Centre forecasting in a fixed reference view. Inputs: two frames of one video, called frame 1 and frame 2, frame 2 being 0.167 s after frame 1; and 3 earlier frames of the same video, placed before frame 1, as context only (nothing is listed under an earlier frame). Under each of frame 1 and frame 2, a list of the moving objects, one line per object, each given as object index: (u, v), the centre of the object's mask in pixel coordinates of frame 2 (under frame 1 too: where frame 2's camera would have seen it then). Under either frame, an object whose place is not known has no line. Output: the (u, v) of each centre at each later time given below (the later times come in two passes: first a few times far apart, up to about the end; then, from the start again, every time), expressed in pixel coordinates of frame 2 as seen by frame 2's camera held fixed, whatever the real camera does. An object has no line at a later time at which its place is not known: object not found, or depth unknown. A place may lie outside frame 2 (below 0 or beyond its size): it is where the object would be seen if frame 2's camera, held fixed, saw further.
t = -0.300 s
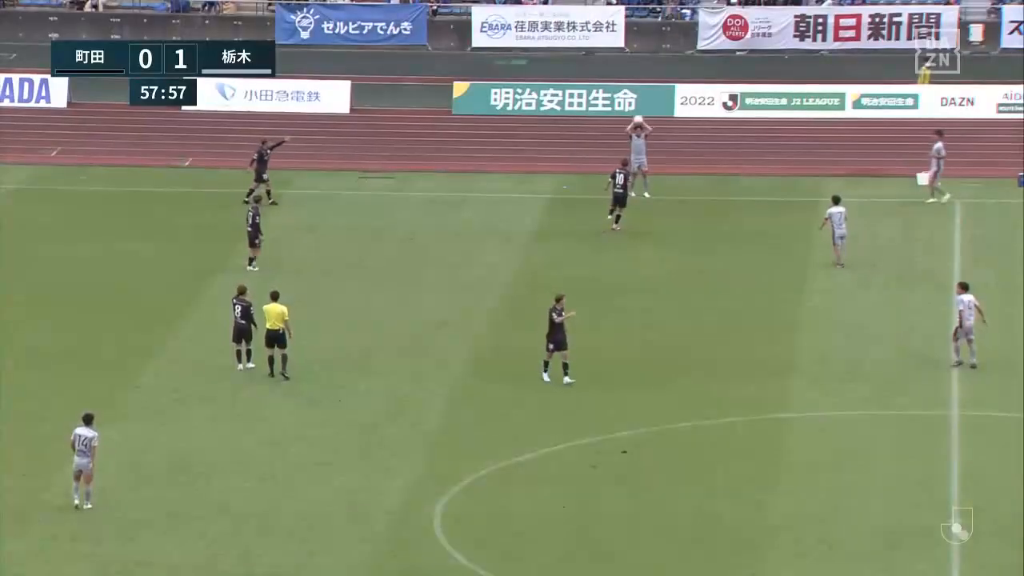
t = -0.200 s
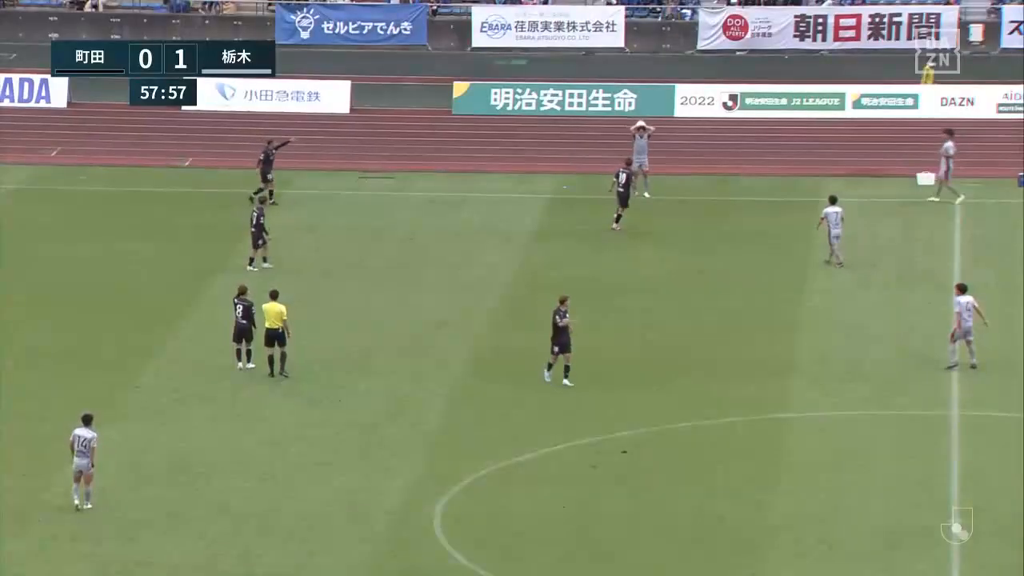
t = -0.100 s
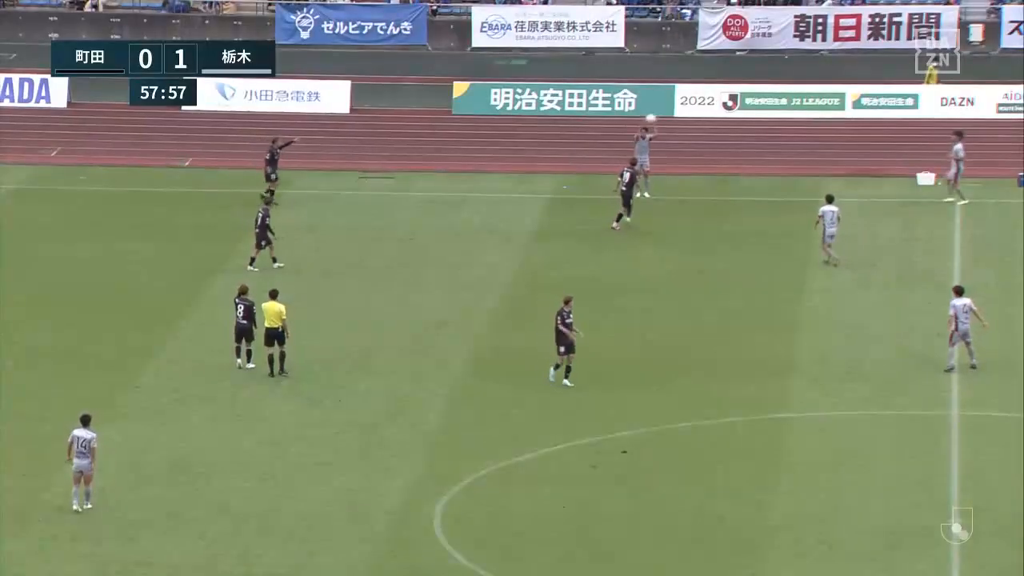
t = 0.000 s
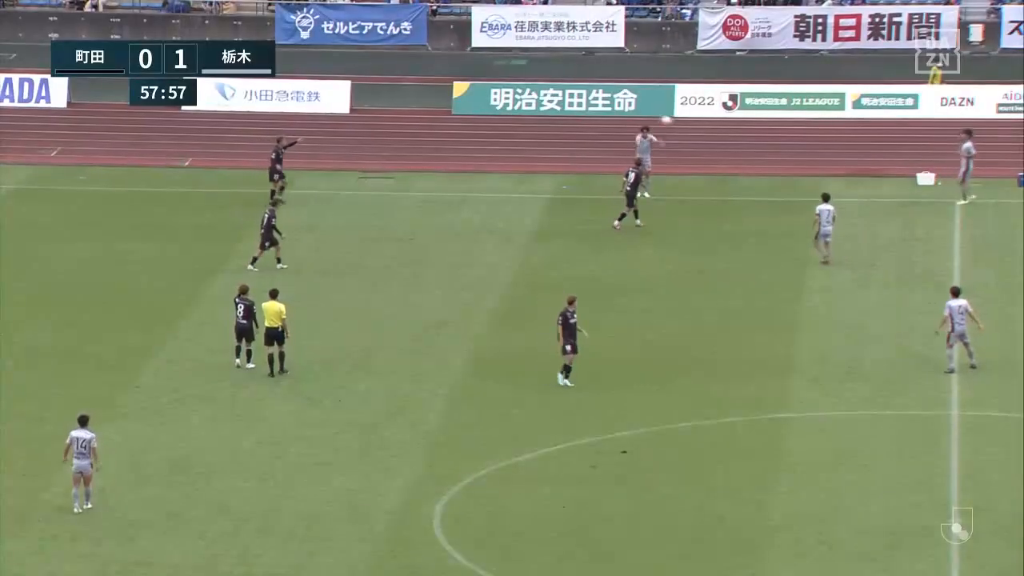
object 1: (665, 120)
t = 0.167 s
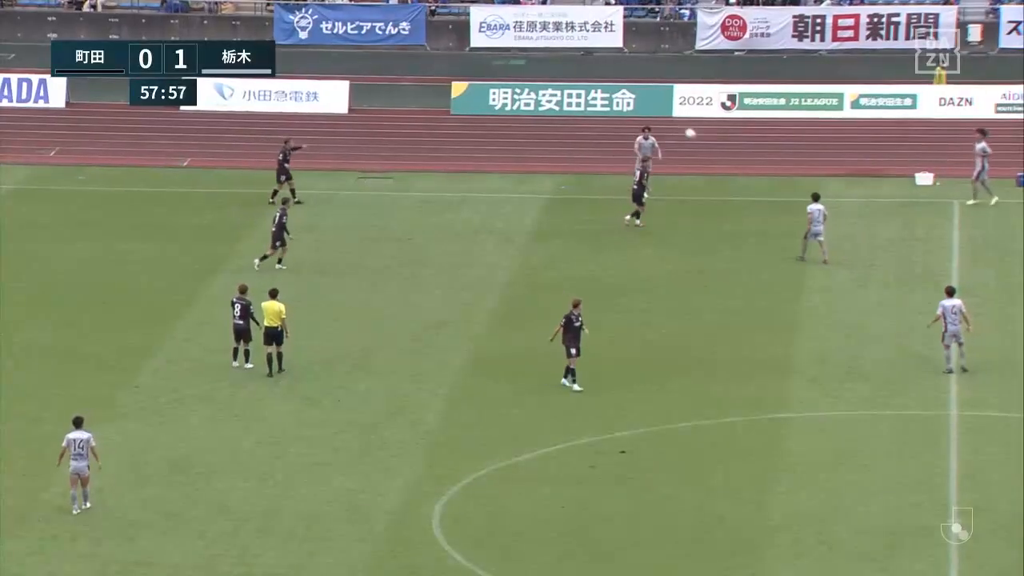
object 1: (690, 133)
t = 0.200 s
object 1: (695, 137)
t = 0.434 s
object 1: (730, 178)
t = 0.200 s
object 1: (695, 137)
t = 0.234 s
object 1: (699, 141)
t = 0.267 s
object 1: (705, 147)
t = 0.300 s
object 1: (710, 152)
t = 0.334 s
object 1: (714, 157)
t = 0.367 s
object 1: (719, 164)
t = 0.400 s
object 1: (724, 171)
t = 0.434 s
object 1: (730, 178)
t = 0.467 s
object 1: (734, 186)
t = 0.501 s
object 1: (739, 194)
